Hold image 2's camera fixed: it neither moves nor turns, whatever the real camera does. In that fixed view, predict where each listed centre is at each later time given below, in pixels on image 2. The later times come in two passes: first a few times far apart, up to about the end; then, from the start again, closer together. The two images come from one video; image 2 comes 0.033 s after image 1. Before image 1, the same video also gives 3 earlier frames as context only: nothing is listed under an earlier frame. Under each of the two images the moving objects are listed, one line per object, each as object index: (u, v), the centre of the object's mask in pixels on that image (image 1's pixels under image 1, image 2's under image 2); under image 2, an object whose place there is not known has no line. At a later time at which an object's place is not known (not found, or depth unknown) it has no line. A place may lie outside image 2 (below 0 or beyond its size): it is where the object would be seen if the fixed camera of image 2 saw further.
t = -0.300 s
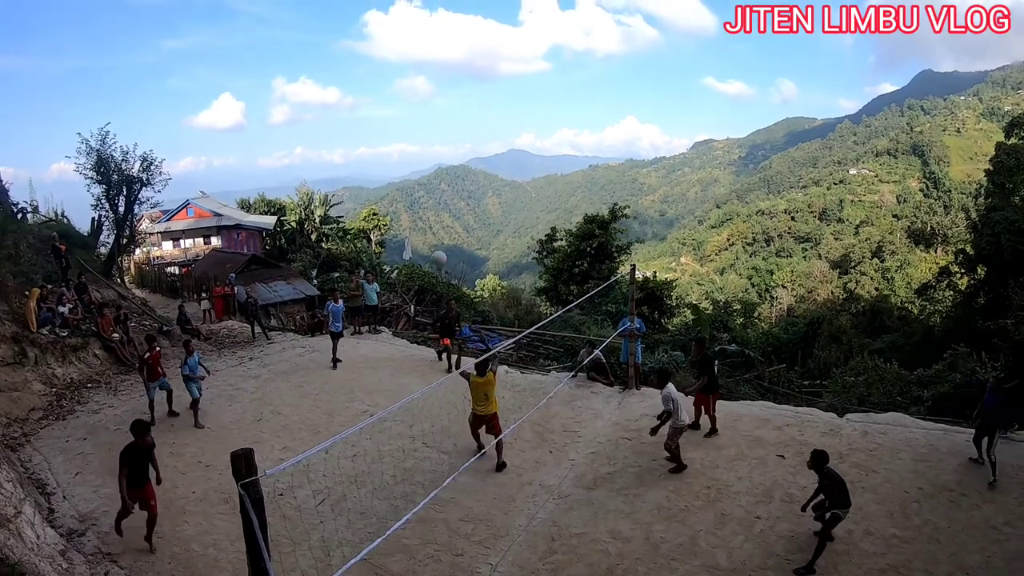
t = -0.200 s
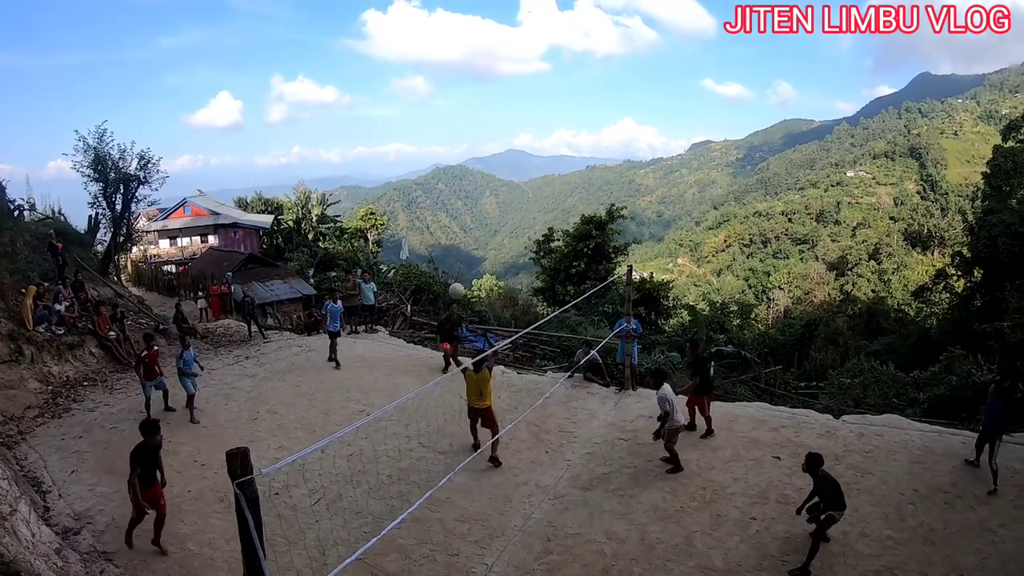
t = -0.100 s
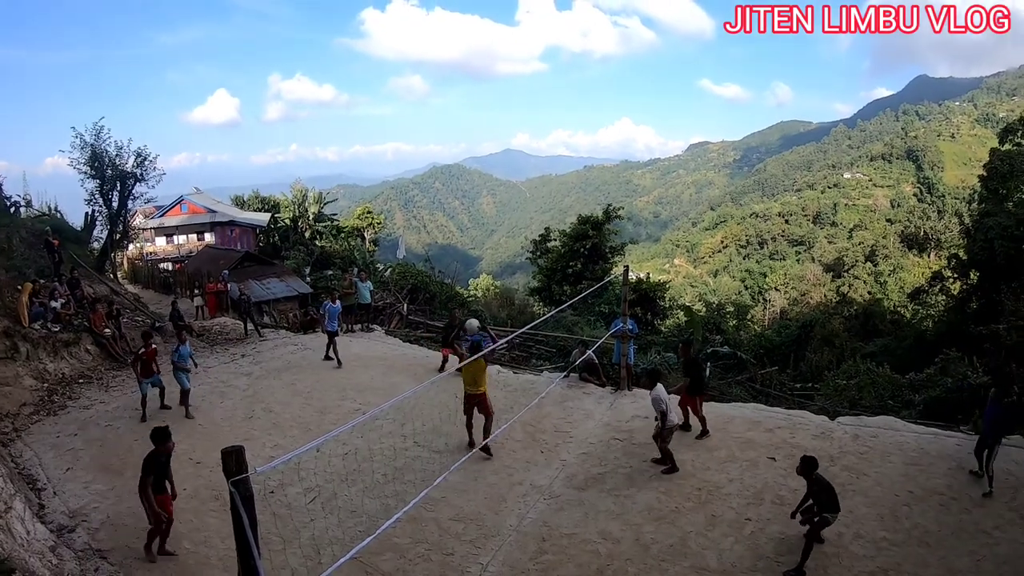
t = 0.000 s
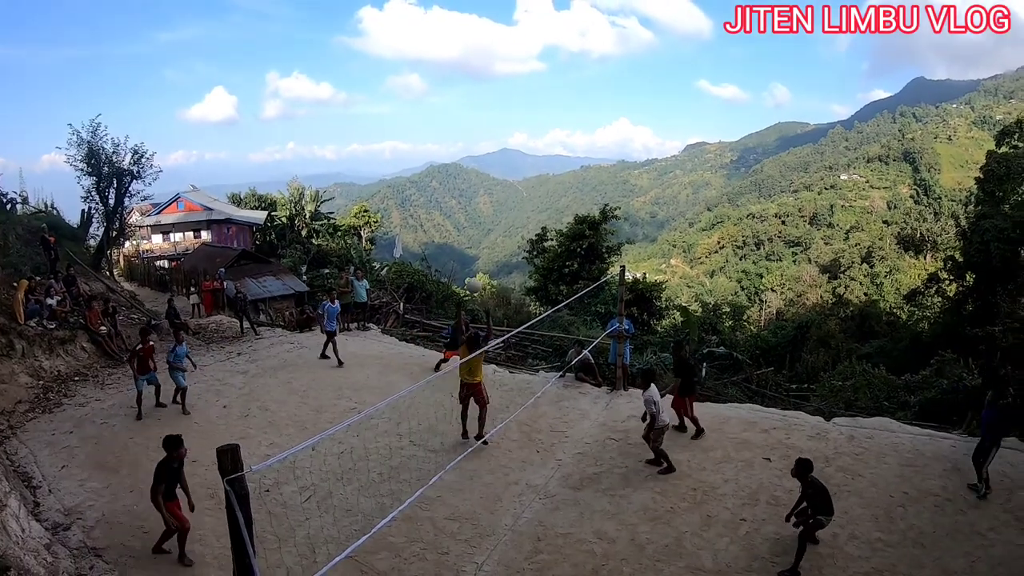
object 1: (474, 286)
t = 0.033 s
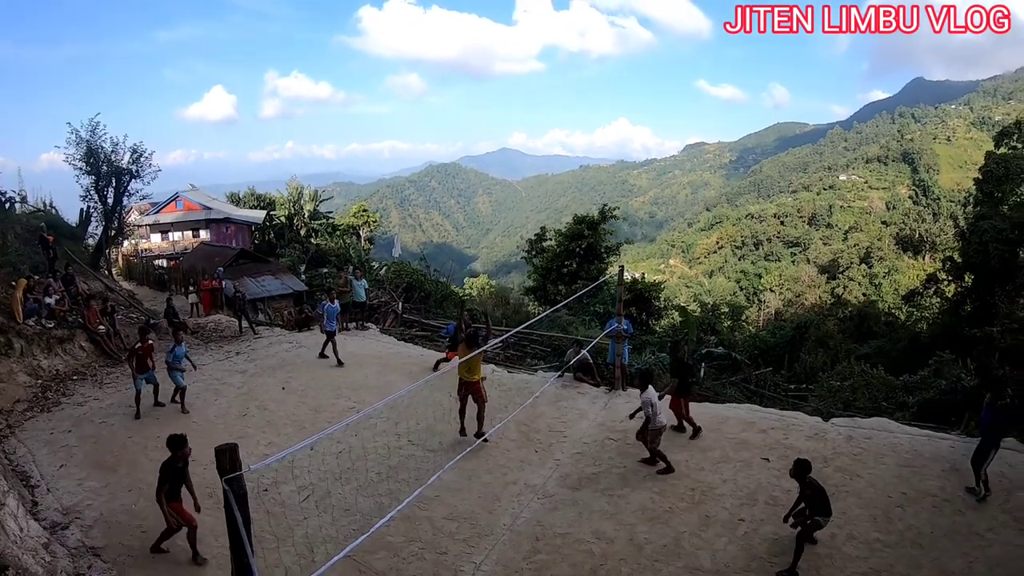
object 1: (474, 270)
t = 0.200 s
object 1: (480, 210)
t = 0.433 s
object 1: (490, 161)
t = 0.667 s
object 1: (497, 154)
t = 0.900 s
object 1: (504, 181)
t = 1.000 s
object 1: (506, 203)
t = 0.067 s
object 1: (475, 259)
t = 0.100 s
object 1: (476, 245)
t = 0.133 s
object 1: (477, 233)
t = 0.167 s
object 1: (479, 221)
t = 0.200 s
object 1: (480, 210)
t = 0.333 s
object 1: (487, 177)
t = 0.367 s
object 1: (488, 171)
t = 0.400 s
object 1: (489, 166)
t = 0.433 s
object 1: (490, 161)
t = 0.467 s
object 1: (491, 158)
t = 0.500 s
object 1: (492, 155)
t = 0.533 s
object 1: (493, 154)
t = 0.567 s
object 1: (494, 153)
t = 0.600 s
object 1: (495, 152)
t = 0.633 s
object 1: (497, 153)
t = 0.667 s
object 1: (497, 154)
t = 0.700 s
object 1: (498, 156)
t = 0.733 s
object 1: (499, 158)
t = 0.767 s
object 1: (500, 161)
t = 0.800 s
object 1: (501, 165)
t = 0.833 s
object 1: (502, 169)
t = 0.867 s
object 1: (503, 175)
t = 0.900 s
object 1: (504, 181)
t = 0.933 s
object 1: (504, 187)
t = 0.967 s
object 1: (505, 195)
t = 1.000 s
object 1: (506, 203)
